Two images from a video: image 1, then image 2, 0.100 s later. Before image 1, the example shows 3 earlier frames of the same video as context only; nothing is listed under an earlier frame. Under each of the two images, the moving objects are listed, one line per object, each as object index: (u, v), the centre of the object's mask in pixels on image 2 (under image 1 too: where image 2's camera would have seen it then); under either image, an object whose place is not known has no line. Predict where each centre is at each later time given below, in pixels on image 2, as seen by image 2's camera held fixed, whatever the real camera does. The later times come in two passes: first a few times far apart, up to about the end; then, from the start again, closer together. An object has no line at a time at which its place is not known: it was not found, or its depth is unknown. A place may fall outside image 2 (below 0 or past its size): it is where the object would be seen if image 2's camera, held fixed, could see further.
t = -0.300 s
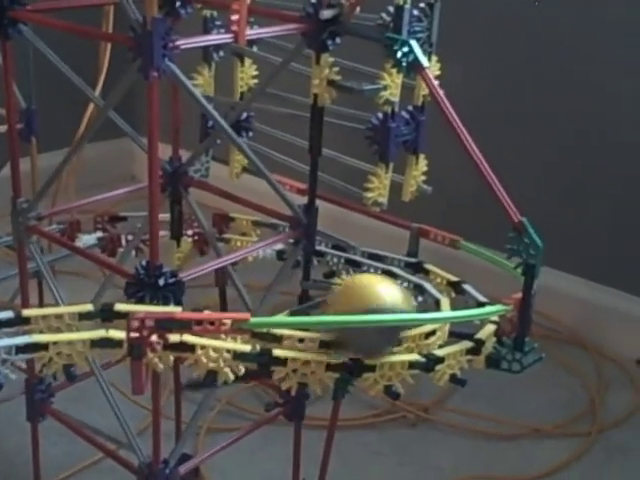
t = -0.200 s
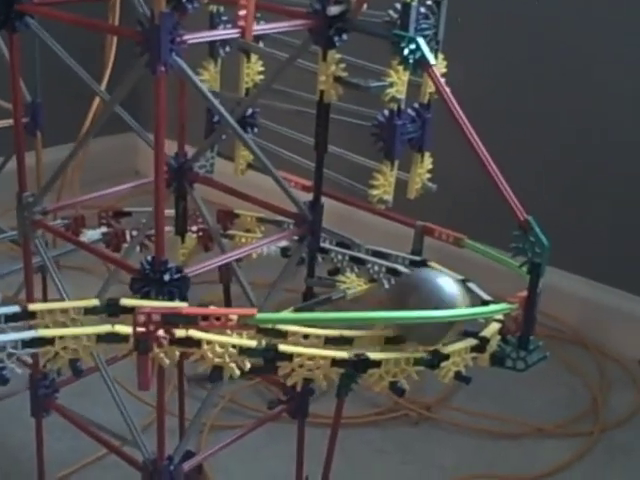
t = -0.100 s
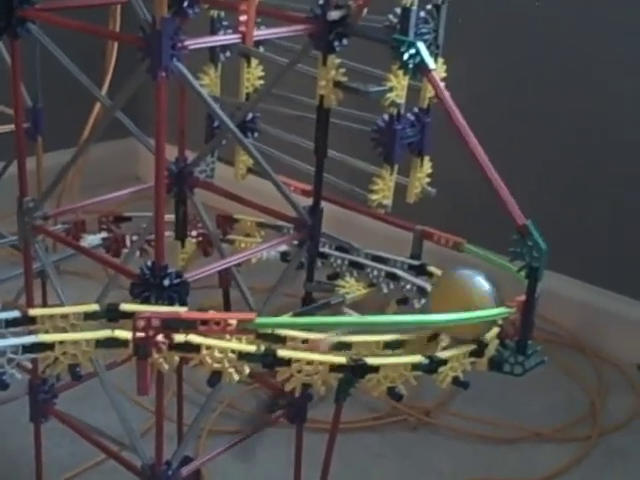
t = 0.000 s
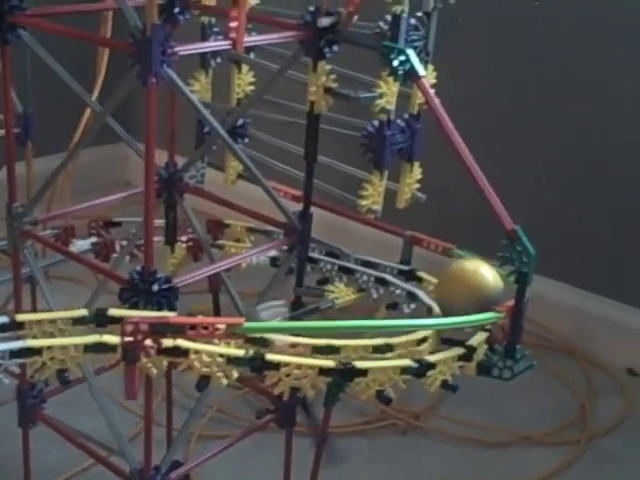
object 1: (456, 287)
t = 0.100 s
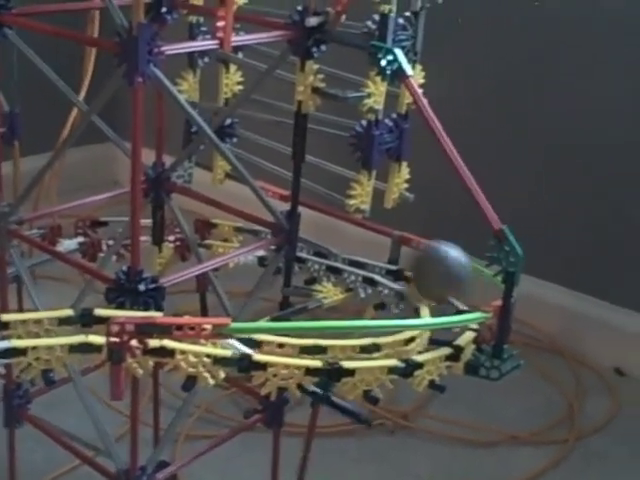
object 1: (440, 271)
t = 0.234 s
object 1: (376, 242)
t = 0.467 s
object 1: (246, 226)
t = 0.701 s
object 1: (124, 215)
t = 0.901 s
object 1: (52, 230)
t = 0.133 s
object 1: (427, 265)
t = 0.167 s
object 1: (411, 258)
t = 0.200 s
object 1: (393, 249)
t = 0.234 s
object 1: (376, 242)
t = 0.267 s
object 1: (359, 237)
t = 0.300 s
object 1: (338, 232)
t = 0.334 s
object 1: (323, 226)
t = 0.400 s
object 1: (275, 207)
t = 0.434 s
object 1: (259, 219)
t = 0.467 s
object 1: (246, 226)
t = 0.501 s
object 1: (231, 222)
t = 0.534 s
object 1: (215, 224)
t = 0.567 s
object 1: (205, 223)
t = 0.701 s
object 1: (124, 215)
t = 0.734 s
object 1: (110, 217)
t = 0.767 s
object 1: (99, 218)
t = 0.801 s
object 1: (84, 223)
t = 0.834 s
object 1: (66, 227)
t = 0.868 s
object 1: (60, 228)
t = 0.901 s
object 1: (52, 230)
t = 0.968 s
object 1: (38, 237)
